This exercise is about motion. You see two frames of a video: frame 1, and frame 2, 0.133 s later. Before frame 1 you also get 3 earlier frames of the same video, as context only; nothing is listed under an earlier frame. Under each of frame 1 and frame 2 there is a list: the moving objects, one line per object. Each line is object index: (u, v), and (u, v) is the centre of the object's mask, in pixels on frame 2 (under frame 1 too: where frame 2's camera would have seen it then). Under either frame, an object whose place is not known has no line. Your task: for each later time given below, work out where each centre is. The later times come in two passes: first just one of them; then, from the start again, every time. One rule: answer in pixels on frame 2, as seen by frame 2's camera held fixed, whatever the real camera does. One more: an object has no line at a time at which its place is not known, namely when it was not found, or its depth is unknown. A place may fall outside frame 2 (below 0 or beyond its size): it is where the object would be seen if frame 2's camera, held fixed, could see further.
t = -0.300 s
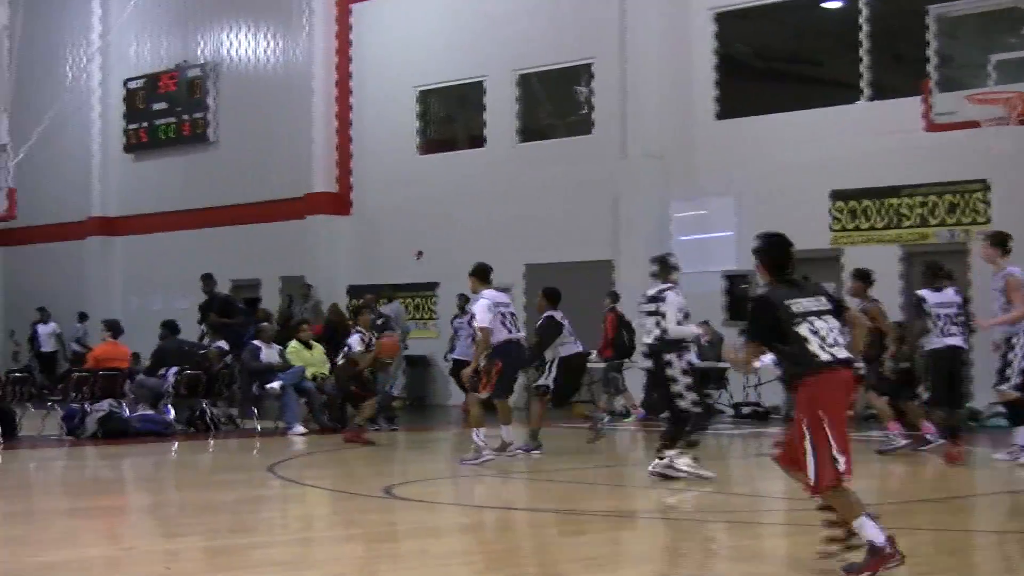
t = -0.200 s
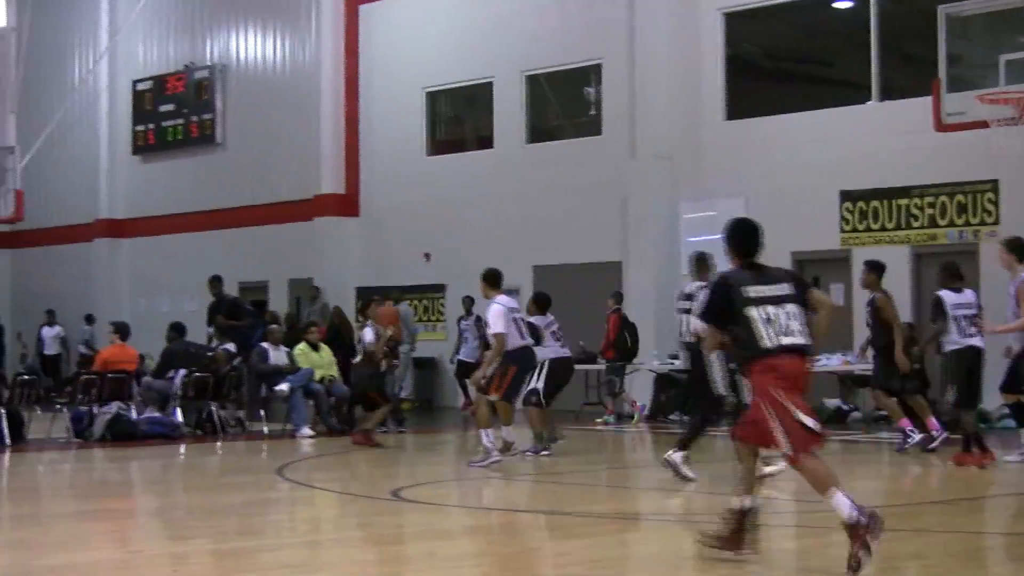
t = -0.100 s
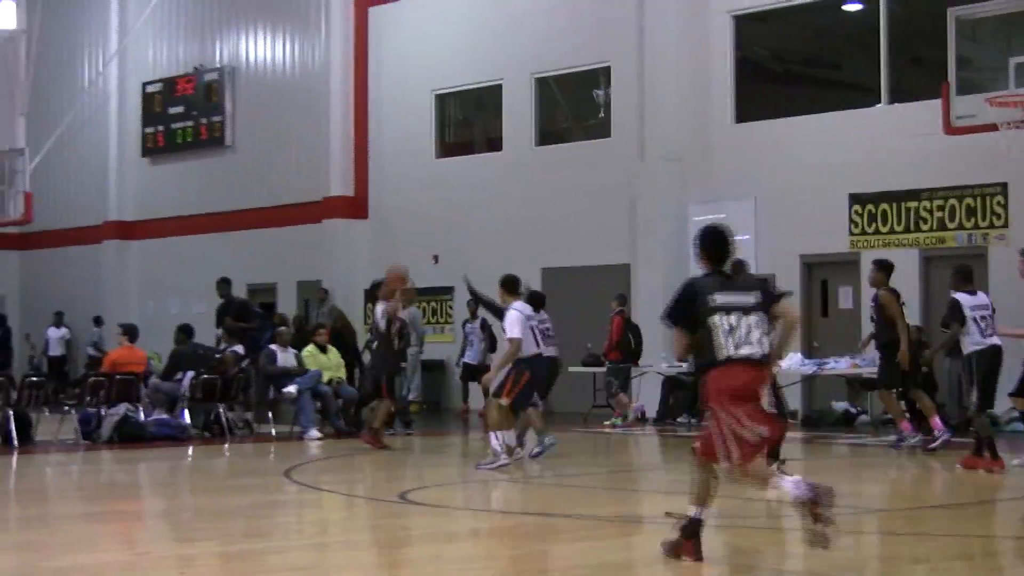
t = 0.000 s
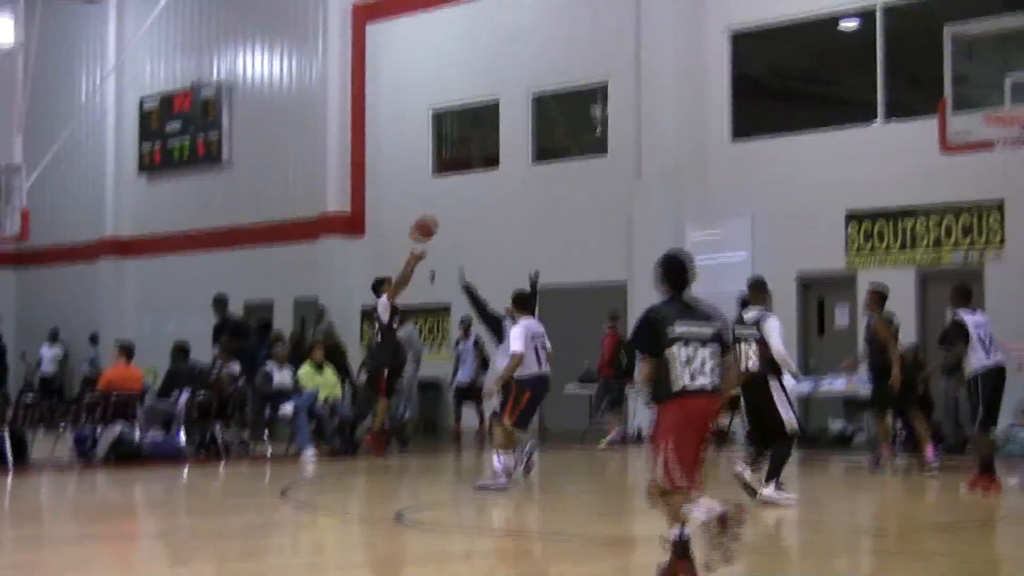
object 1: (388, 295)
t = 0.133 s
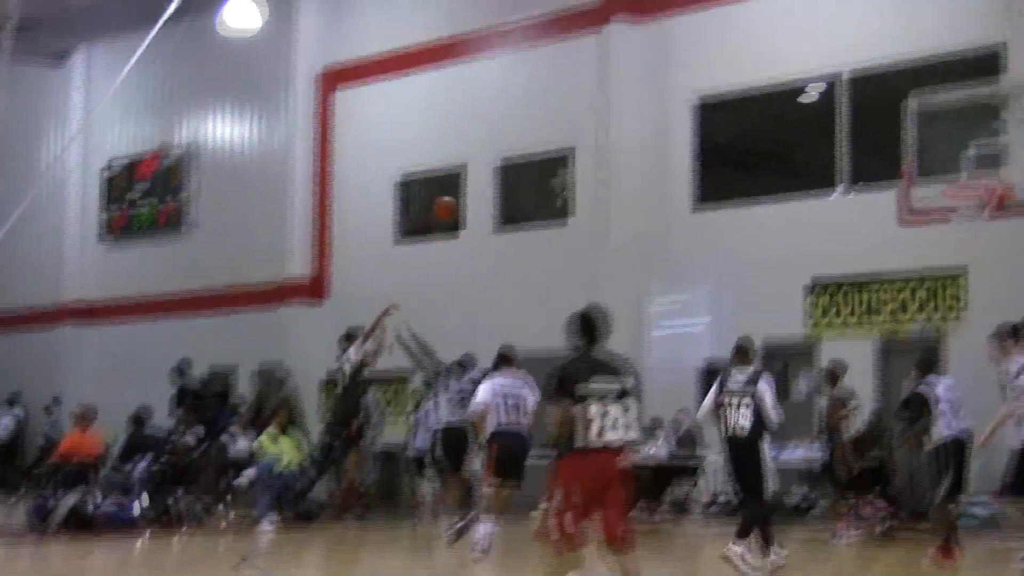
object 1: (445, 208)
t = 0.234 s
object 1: (490, 154)
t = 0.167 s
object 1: (461, 190)
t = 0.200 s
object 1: (476, 170)
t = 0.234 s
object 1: (490, 154)
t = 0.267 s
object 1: (505, 139)
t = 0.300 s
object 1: (519, 124)
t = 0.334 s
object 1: (534, 112)
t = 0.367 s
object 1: (549, 99)
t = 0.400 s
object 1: (564, 88)
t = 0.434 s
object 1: (579, 77)
